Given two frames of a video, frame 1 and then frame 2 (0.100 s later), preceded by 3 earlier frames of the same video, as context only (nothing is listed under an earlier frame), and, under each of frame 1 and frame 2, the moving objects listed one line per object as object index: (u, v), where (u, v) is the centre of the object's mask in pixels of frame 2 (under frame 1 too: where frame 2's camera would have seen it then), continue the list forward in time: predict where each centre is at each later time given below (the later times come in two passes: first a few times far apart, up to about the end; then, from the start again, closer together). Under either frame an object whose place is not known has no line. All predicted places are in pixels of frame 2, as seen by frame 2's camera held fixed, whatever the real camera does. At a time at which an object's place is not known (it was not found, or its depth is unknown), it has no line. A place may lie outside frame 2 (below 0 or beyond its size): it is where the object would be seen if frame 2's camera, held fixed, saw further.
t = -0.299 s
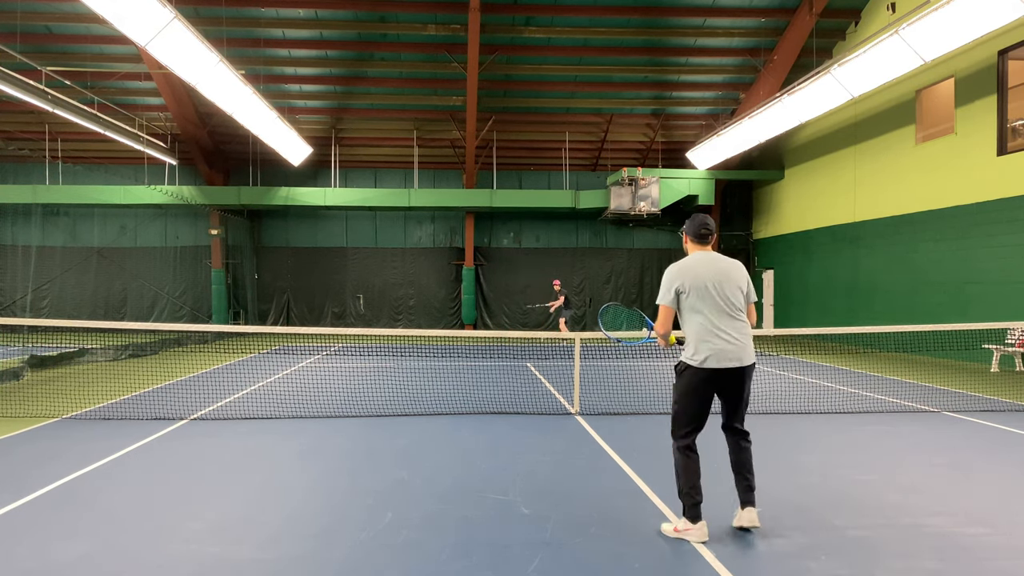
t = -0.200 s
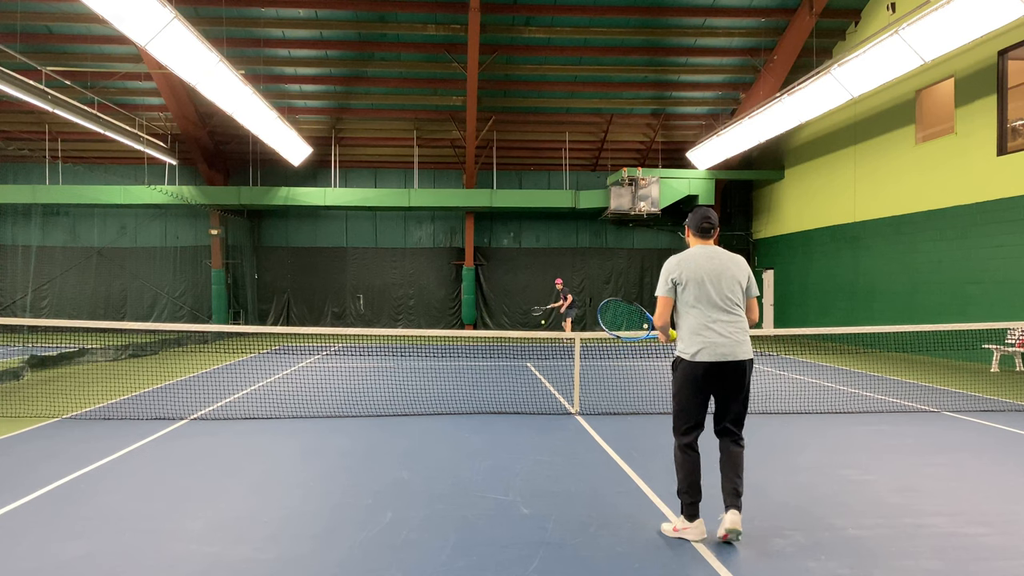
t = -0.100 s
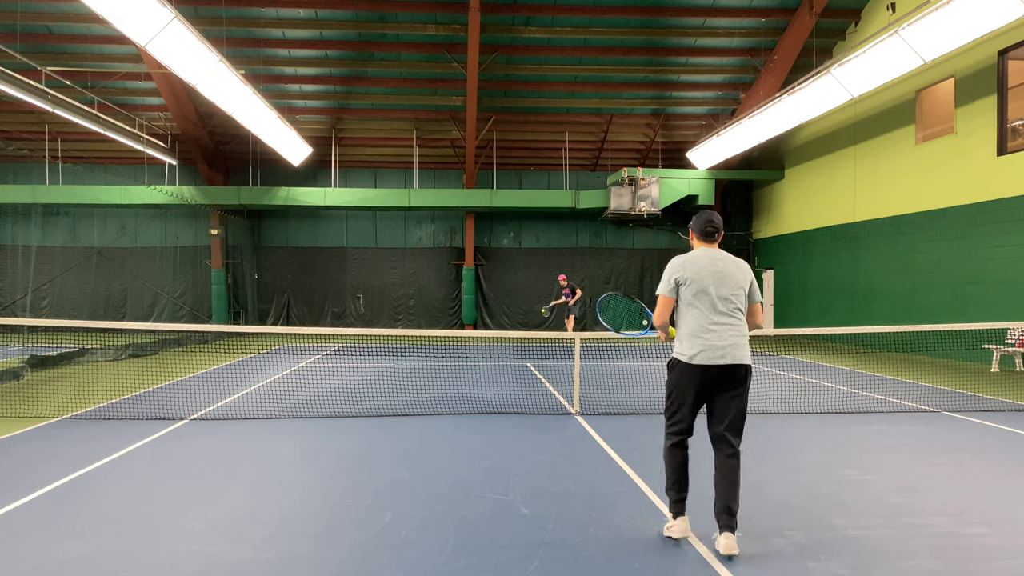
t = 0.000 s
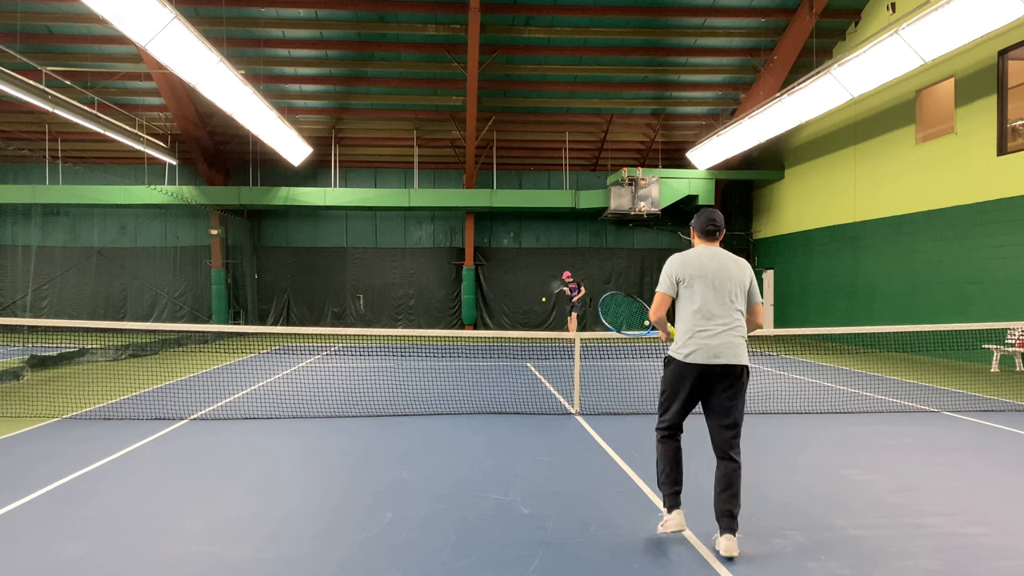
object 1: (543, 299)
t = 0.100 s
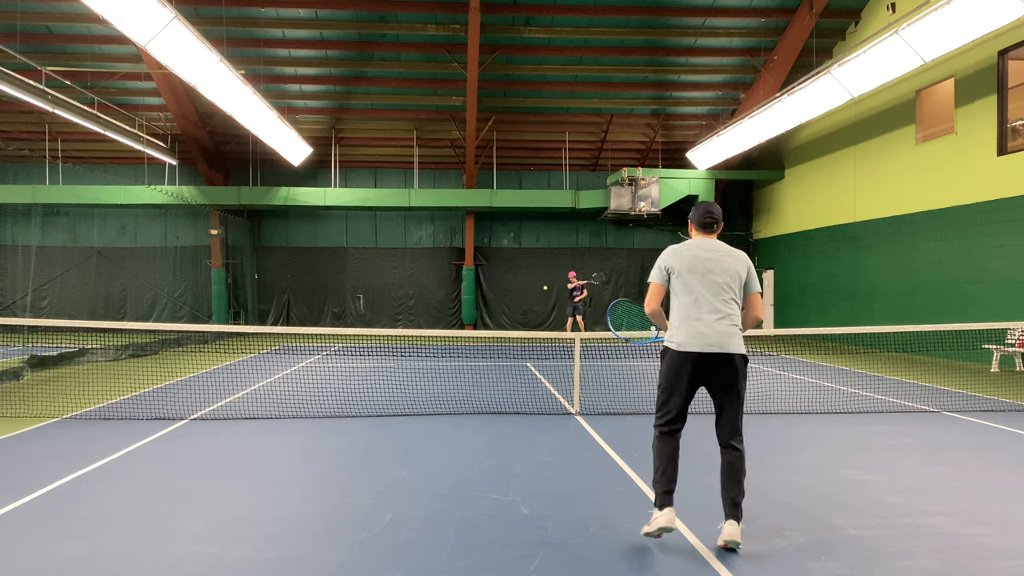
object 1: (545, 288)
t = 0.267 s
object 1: (548, 275)
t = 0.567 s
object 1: (556, 301)
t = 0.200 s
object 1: (547, 279)
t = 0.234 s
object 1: (547, 277)
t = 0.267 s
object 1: (548, 275)
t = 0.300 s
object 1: (549, 274)
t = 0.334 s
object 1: (550, 274)
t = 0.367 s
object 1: (551, 274)
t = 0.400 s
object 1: (551, 276)
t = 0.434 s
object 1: (552, 278)
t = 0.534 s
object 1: (555, 292)
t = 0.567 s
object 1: (556, 301)
